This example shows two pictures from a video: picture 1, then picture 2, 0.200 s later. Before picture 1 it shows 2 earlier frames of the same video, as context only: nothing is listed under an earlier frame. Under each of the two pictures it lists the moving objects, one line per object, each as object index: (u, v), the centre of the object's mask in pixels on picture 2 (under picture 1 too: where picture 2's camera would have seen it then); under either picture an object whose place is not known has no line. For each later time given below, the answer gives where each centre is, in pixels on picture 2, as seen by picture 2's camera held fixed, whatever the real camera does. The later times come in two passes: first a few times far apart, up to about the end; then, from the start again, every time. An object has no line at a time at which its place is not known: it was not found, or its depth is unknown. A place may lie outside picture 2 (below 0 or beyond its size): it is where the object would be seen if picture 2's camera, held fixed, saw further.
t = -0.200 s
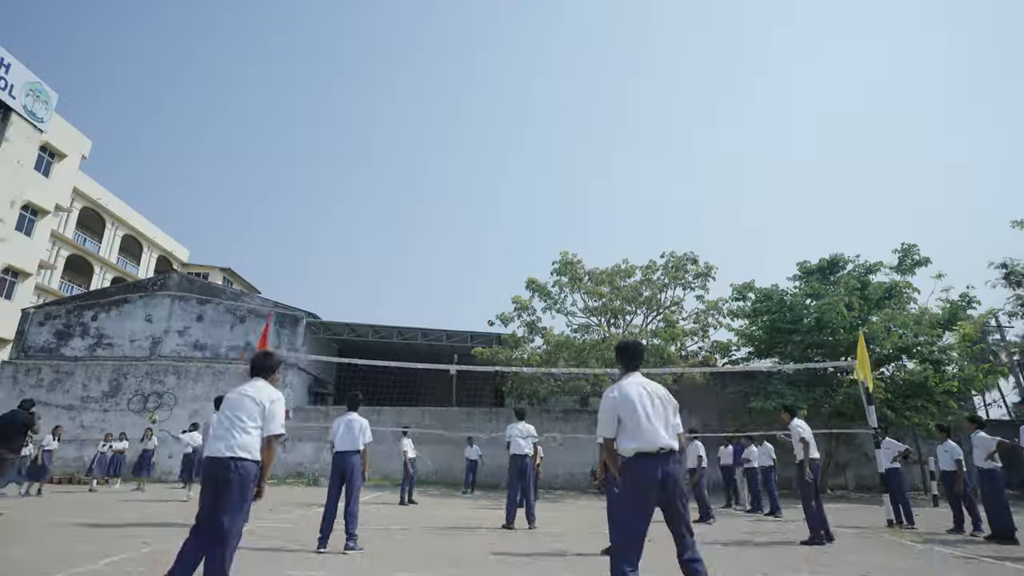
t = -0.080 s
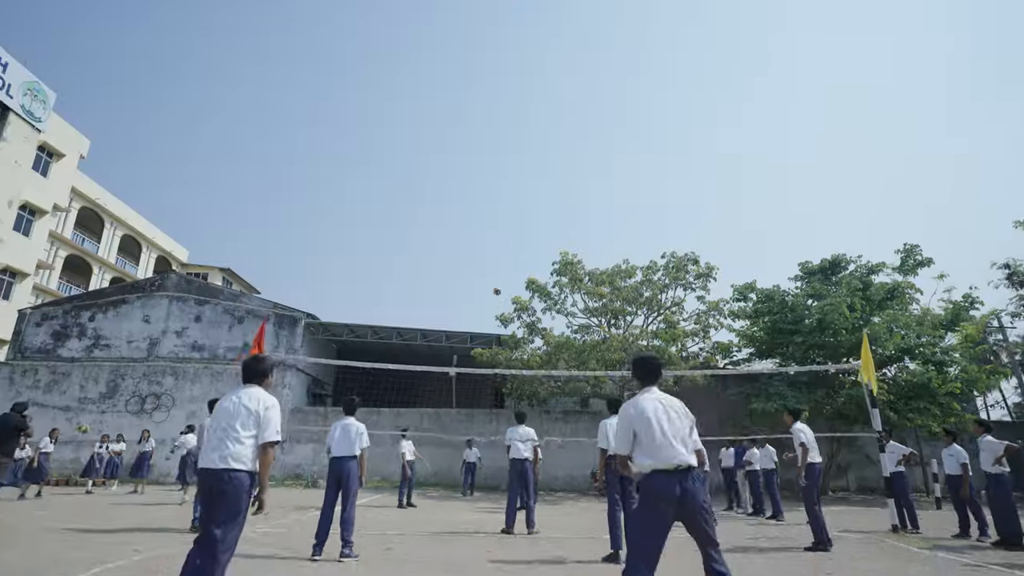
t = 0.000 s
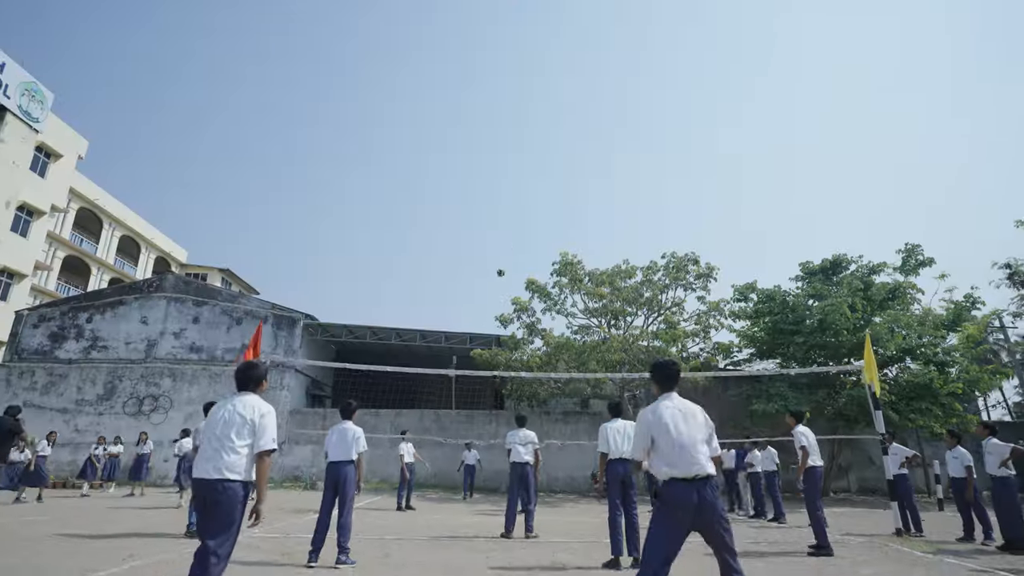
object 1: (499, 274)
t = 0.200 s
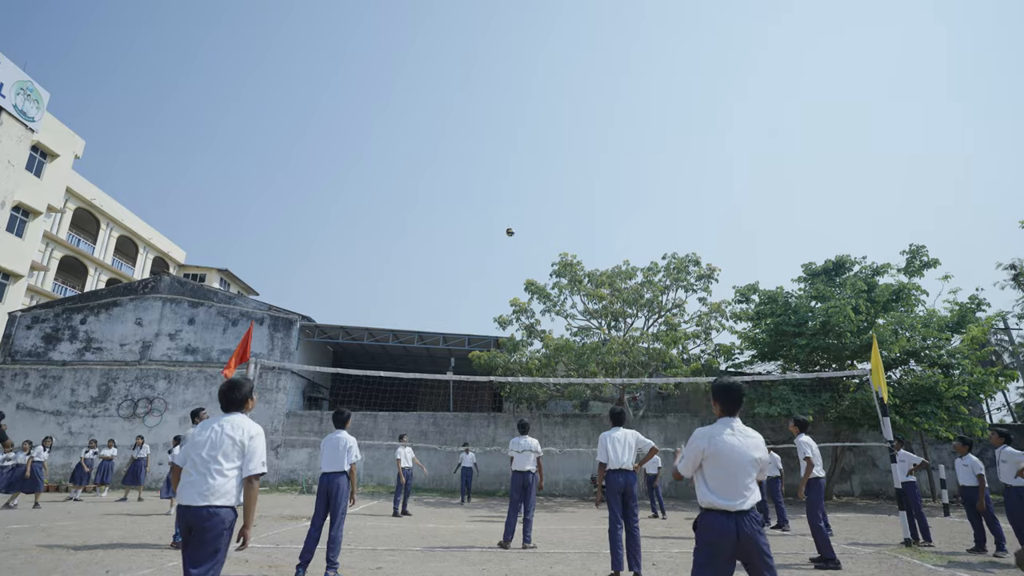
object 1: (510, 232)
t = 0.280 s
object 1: (514, 218)
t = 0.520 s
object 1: (527, 187)
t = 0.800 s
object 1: (543, 177)
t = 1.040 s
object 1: (561, 196)
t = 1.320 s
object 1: (600, 291)
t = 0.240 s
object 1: (512, 225)
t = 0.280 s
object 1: (514, 218)
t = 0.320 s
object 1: (516, 212)
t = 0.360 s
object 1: (518, 206)
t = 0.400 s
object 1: (520, 200)
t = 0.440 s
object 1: (523, 195)
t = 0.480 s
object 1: (525, 191)
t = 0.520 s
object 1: (527, 187)
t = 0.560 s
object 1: (530, 184)
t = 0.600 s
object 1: (532, 181)
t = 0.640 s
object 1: (534, 179)
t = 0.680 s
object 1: (536, 178)
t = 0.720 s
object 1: (539, 176)
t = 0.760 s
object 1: (541, 176)
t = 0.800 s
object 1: (543, 177)
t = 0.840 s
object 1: (546, 178)
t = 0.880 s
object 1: (548, 179)
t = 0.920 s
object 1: (551, 182)
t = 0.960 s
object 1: (554, 186)
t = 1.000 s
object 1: (558, 190)
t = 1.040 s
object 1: (561, 196)
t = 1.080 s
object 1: (565, 204)
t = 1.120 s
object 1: (569, 213)
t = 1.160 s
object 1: (574, 224)
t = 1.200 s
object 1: (580, 237)
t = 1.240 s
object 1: (586, 252)
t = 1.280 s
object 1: (592, 269)
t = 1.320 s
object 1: (600, 291)
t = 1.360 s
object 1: (608, 317)
